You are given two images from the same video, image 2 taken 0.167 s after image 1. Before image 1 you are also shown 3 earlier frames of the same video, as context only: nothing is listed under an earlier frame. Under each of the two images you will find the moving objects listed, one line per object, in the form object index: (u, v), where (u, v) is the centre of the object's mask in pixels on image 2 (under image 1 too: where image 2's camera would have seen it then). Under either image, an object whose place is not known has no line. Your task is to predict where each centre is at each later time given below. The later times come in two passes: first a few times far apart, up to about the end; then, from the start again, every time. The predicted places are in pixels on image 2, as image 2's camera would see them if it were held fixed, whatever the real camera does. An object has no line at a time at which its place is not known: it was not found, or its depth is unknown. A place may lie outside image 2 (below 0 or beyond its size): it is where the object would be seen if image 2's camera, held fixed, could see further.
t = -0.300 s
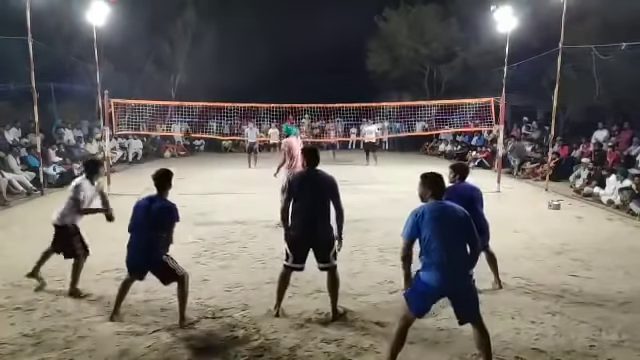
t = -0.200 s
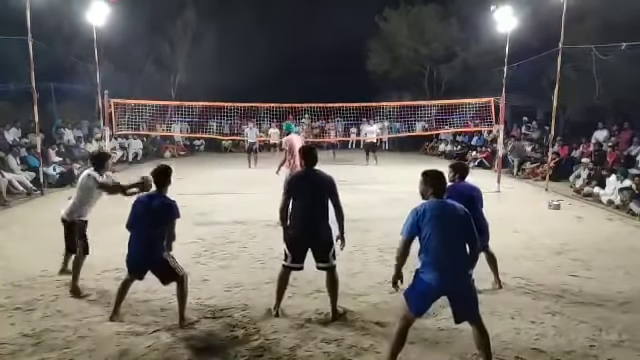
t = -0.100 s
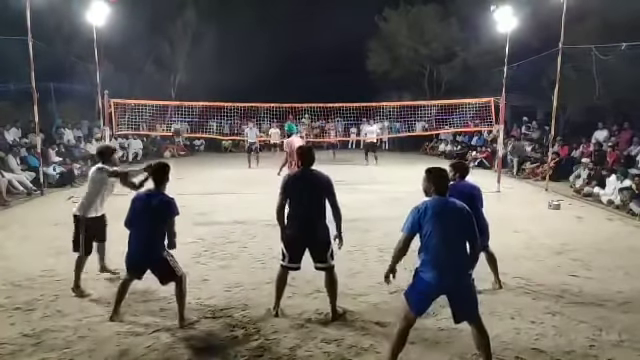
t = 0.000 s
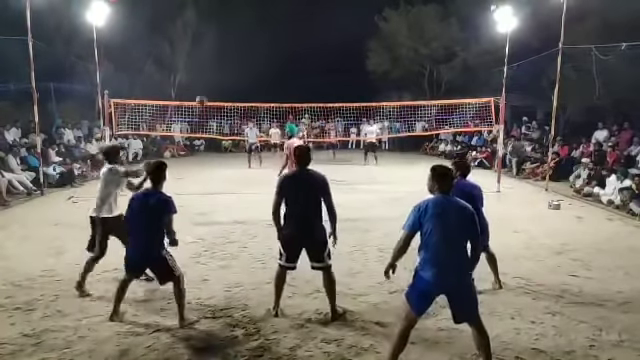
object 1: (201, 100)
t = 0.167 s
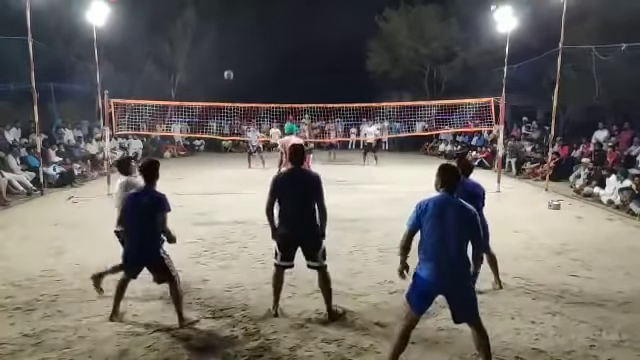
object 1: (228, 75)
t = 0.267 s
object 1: (240, 69)
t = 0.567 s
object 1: (260, 80)
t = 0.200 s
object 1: (232, 72)
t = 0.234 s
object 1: (236, 71)
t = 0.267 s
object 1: (240, 69)
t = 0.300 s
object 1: (243, 69)
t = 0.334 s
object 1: (246, 69)
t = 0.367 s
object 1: (248, 70)
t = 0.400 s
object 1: (251, 70)
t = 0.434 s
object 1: (253, 72)
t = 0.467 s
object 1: (255, 74)
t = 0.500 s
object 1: (257, 76)
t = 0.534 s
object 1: (259, 77)
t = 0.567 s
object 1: (260, 80)
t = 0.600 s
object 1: (261, 83)
